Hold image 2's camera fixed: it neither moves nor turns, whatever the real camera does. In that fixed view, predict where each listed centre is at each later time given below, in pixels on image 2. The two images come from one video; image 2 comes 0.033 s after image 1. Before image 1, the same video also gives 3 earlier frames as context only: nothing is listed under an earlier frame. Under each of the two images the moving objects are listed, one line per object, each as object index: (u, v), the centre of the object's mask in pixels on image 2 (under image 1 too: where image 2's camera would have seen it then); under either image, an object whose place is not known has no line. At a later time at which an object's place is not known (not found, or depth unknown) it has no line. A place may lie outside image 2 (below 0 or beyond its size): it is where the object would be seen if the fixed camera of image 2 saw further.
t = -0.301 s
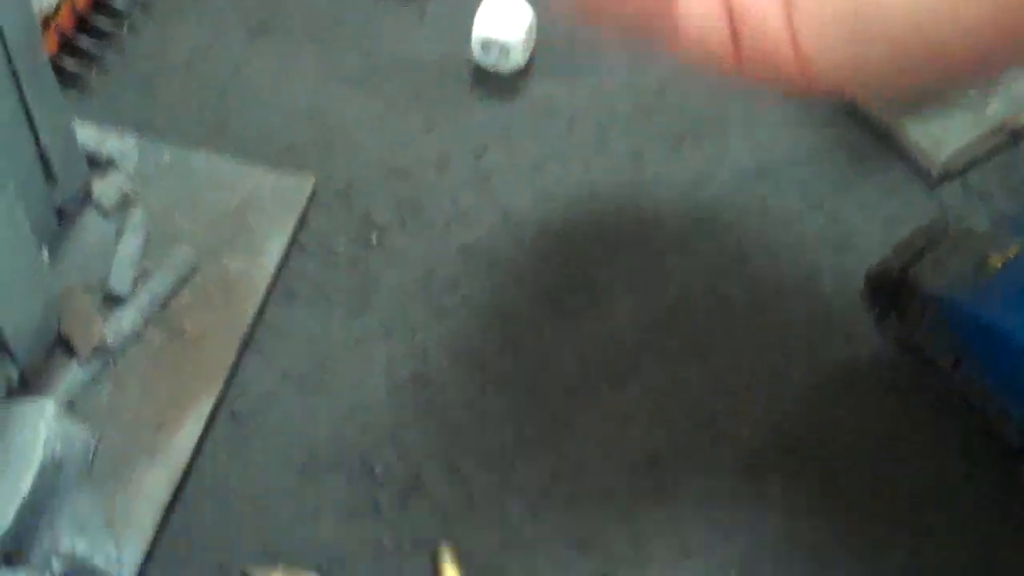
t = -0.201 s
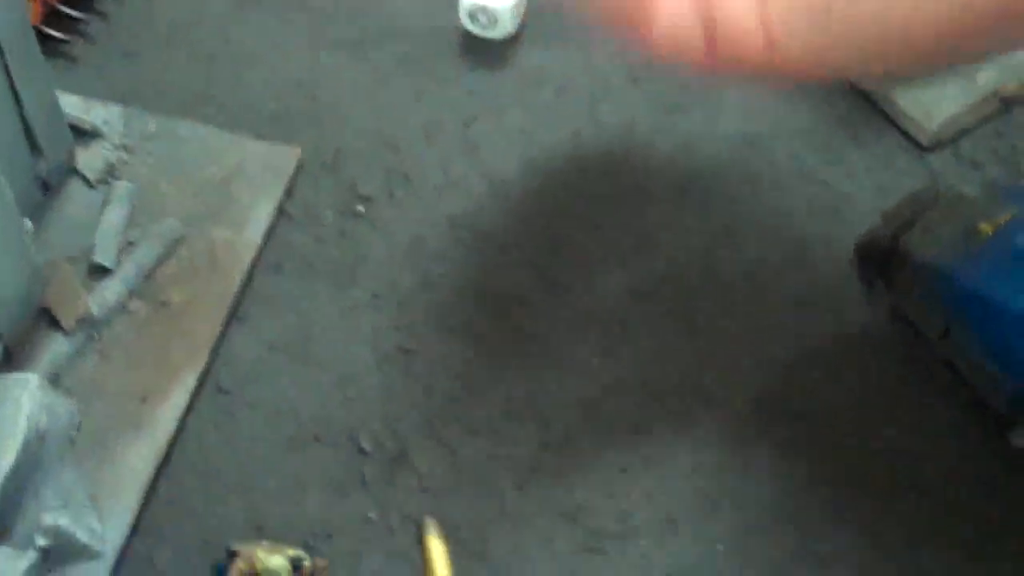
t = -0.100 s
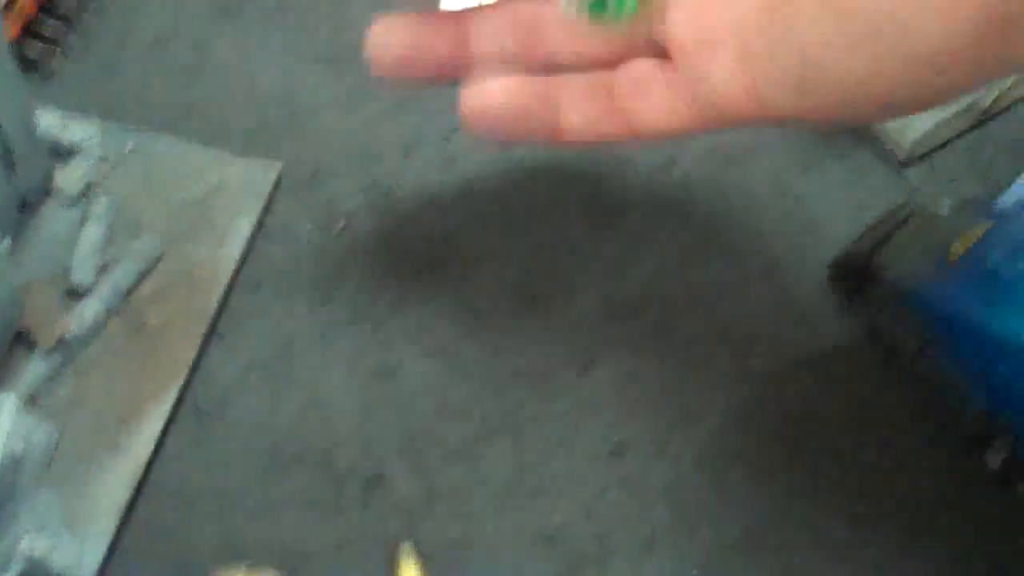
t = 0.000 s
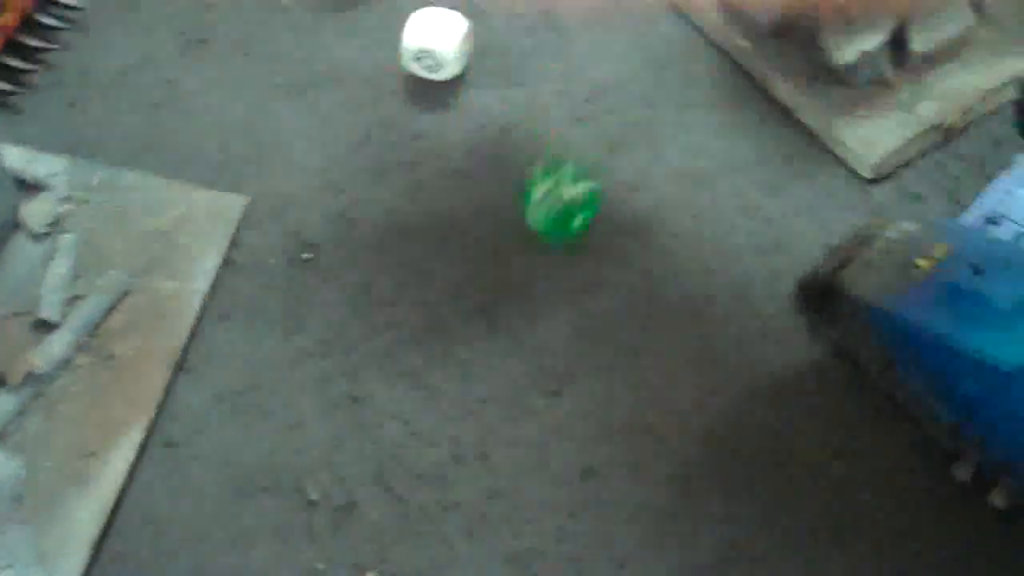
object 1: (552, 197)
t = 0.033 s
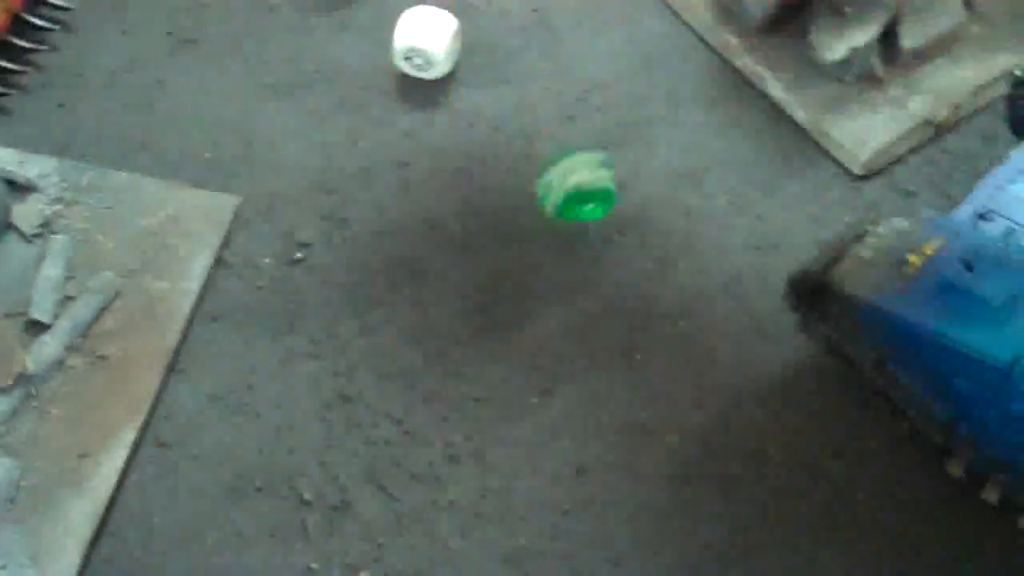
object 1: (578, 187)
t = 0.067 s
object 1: (602, 191)
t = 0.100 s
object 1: (633, 183)
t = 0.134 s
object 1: (659, 179)
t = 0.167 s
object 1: (682, 174)
